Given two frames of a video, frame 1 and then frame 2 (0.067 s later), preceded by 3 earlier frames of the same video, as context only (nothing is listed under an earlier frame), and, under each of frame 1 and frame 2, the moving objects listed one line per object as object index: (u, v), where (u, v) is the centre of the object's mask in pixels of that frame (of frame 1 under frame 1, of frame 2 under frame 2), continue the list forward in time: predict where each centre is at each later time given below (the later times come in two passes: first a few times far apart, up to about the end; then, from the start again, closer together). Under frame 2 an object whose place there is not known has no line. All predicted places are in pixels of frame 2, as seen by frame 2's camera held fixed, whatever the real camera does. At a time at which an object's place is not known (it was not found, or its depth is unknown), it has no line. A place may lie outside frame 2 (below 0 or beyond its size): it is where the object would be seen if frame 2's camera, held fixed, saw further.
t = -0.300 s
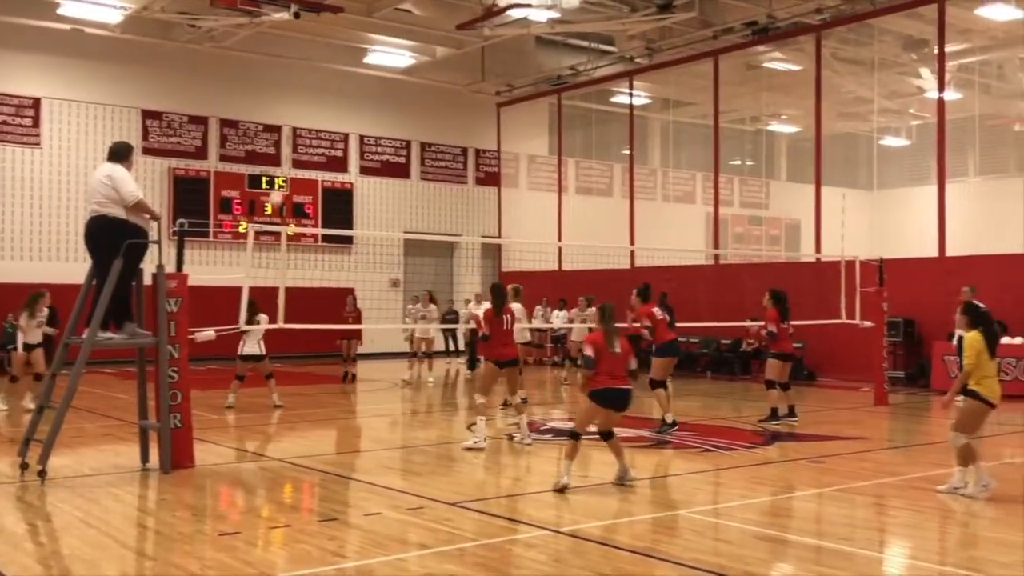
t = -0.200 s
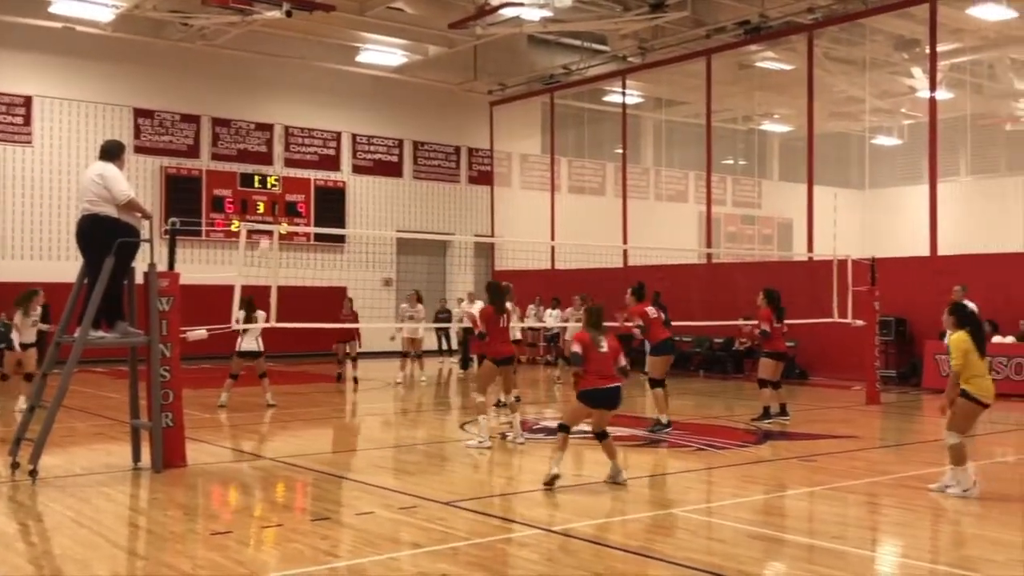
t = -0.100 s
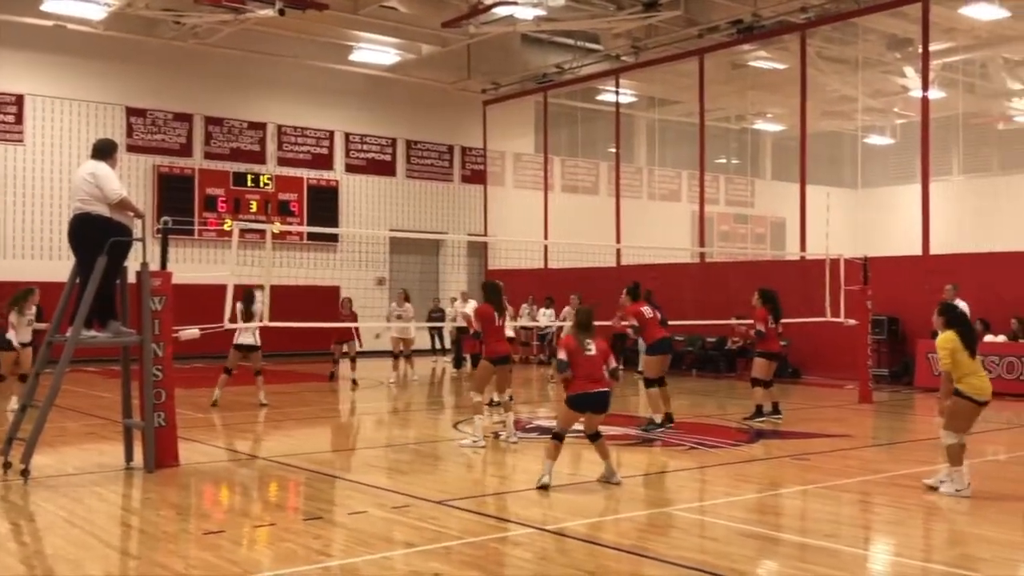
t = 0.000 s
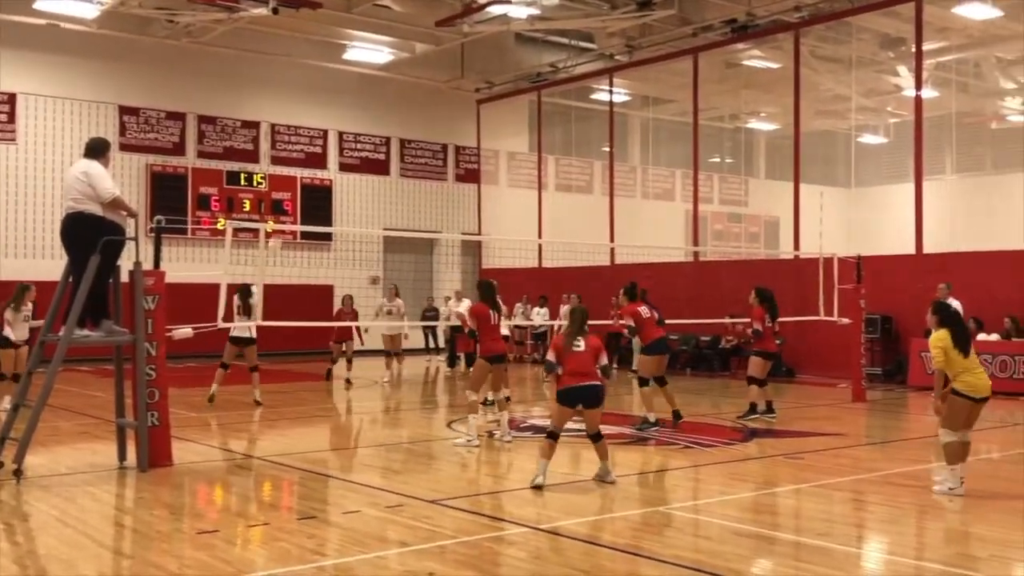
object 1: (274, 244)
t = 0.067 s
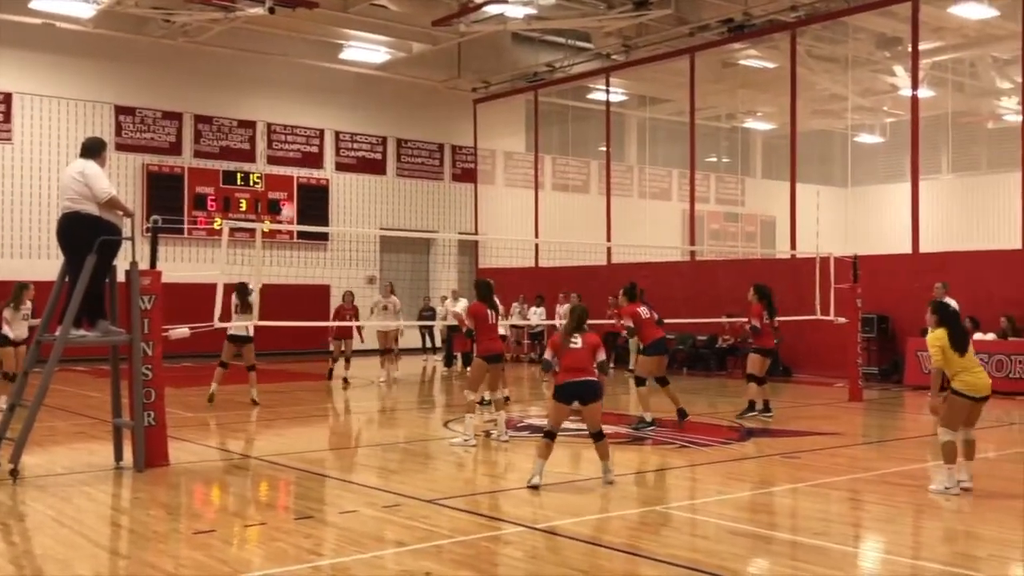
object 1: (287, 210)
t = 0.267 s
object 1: (337, 134)
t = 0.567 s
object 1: (406, 74)
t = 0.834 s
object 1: (465, 70)
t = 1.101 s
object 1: (521, 109)
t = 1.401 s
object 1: (580, 205)
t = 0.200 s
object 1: (319, 159)
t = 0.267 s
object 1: (337, 134)
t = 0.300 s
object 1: (345, 124)
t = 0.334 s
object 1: (354, 114)
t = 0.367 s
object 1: (362, 107)
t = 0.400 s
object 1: (369, 100)
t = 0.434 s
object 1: (376, 94)
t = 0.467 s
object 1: (384, 88)
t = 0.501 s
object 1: (392, 83)
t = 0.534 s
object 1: (399, 78)
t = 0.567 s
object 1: (406, 74)
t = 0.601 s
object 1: (414, 71)
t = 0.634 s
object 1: (421, 69)
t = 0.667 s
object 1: (429, 68)
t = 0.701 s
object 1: (436, 66)
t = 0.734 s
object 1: (443, 66)
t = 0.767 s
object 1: (451, 67)
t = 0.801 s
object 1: (458, 68)
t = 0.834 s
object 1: (465, 70)
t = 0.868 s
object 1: (473, 72)
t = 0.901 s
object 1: (480, 76)
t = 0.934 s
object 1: (487, 79)
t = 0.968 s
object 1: (494, 84)
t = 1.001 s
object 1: (500, 89)
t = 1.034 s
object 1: (508, 95)
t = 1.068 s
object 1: (515, 101)
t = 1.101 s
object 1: (521, 109)
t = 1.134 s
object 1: (528, 118)
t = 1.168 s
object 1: (535, 127)
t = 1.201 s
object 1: (542, 135)
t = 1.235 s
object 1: (548, 145)
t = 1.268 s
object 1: (553, 155)
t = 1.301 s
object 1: (560, 166)
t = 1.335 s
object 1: (565, 178)
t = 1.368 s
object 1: (572, 189)
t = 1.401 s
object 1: (580, 205)
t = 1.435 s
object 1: (585, 219)
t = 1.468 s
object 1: (591, 233)
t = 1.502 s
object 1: (598, 249)
